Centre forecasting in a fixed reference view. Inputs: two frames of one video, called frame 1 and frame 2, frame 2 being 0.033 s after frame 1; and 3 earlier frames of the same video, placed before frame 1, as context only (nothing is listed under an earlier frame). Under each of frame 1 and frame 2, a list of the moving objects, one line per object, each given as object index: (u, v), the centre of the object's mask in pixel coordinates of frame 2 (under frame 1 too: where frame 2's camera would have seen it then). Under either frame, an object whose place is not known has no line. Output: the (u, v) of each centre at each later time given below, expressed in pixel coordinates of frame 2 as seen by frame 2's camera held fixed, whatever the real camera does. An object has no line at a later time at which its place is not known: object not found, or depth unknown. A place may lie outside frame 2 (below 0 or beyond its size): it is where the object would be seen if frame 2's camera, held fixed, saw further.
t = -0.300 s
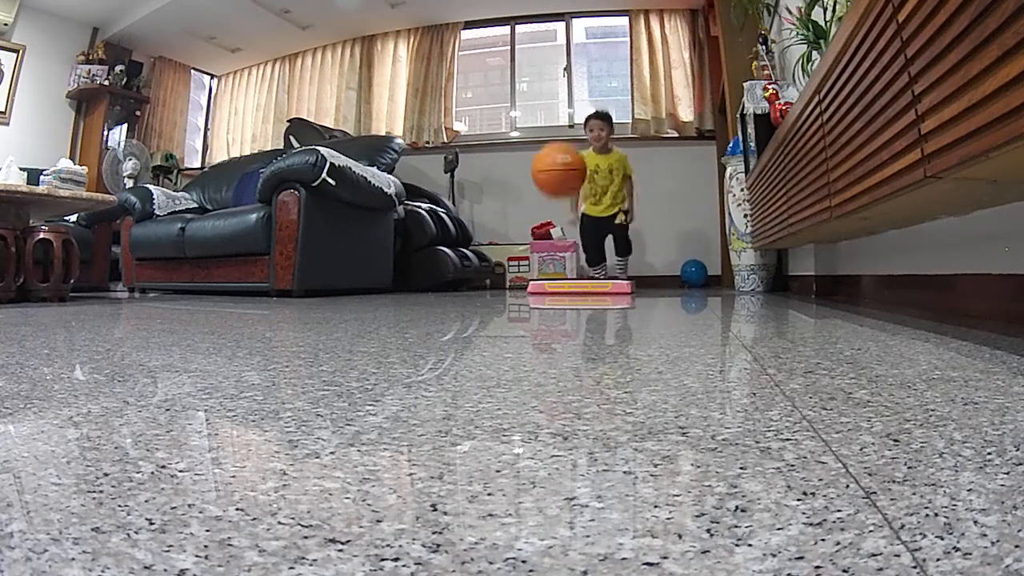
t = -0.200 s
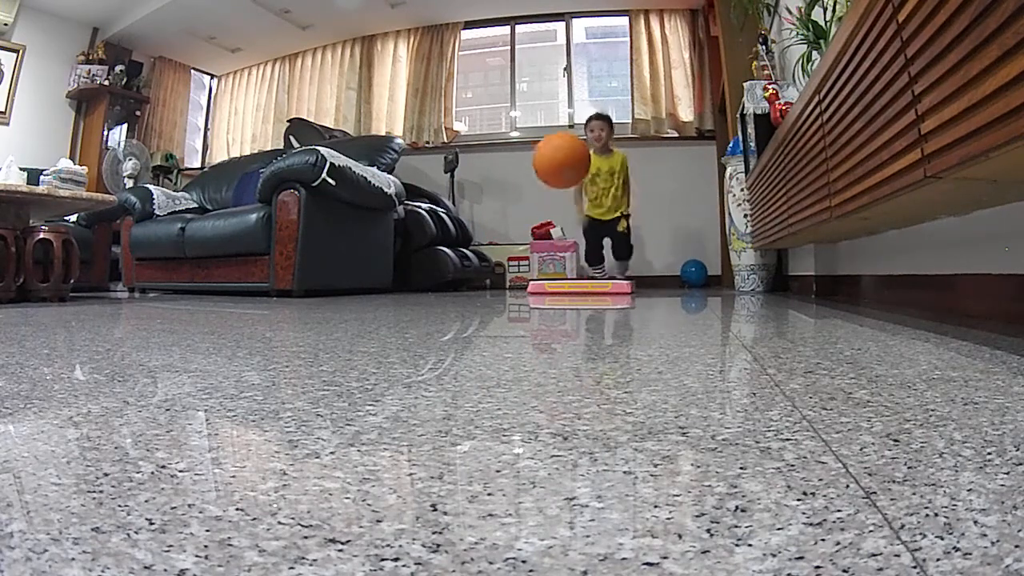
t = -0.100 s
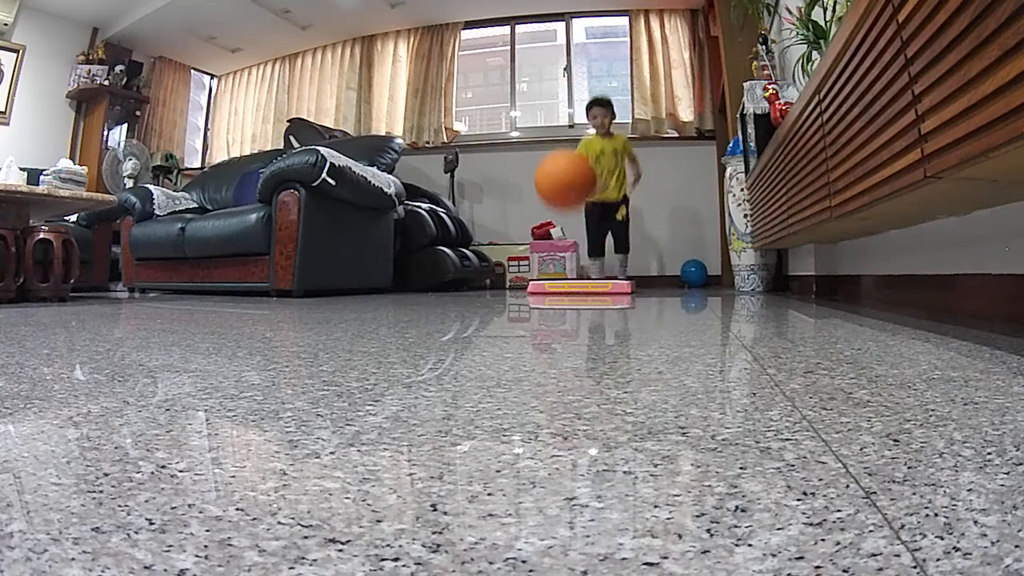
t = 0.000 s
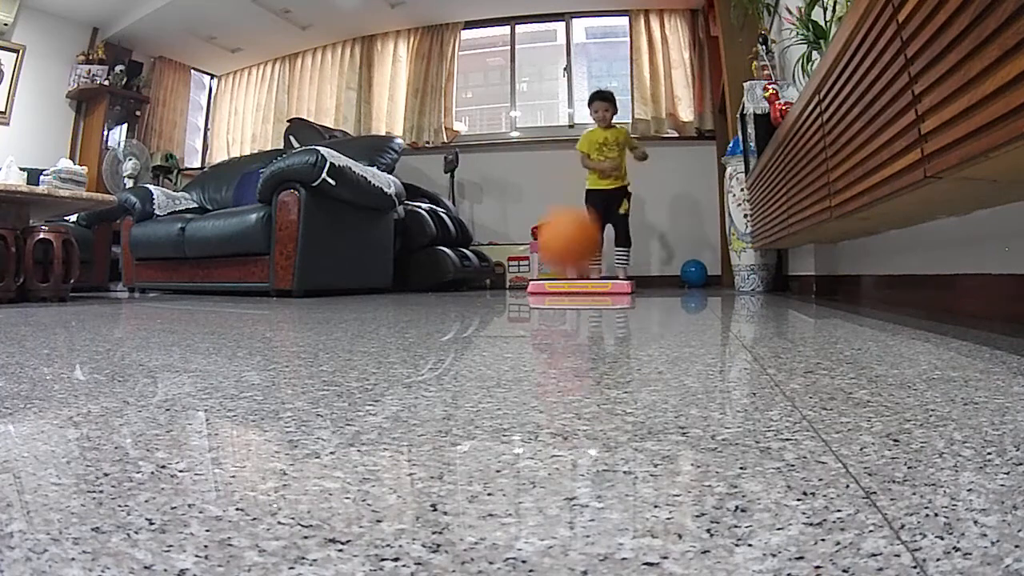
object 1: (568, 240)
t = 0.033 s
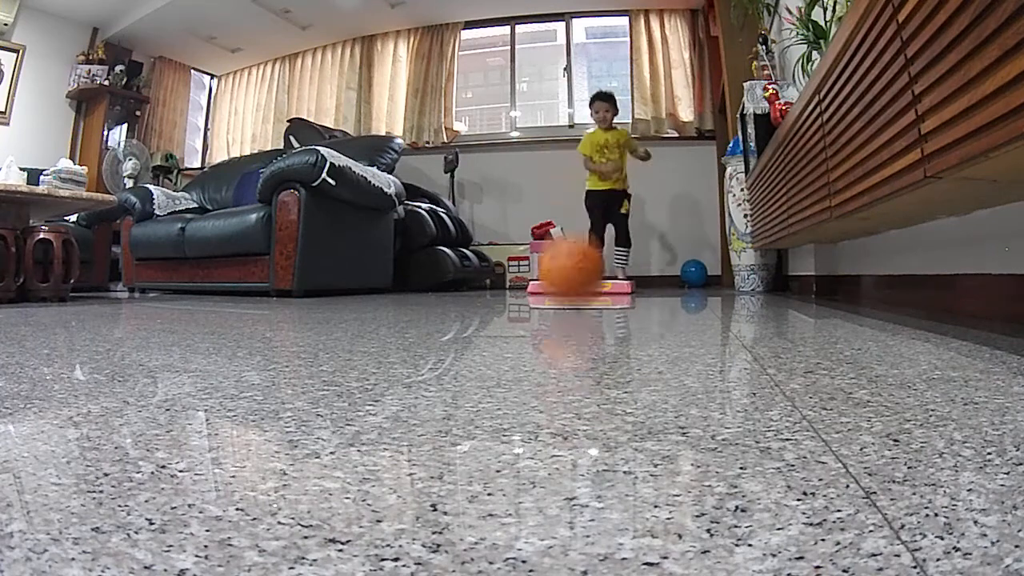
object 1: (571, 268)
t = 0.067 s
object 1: (572, 256)
